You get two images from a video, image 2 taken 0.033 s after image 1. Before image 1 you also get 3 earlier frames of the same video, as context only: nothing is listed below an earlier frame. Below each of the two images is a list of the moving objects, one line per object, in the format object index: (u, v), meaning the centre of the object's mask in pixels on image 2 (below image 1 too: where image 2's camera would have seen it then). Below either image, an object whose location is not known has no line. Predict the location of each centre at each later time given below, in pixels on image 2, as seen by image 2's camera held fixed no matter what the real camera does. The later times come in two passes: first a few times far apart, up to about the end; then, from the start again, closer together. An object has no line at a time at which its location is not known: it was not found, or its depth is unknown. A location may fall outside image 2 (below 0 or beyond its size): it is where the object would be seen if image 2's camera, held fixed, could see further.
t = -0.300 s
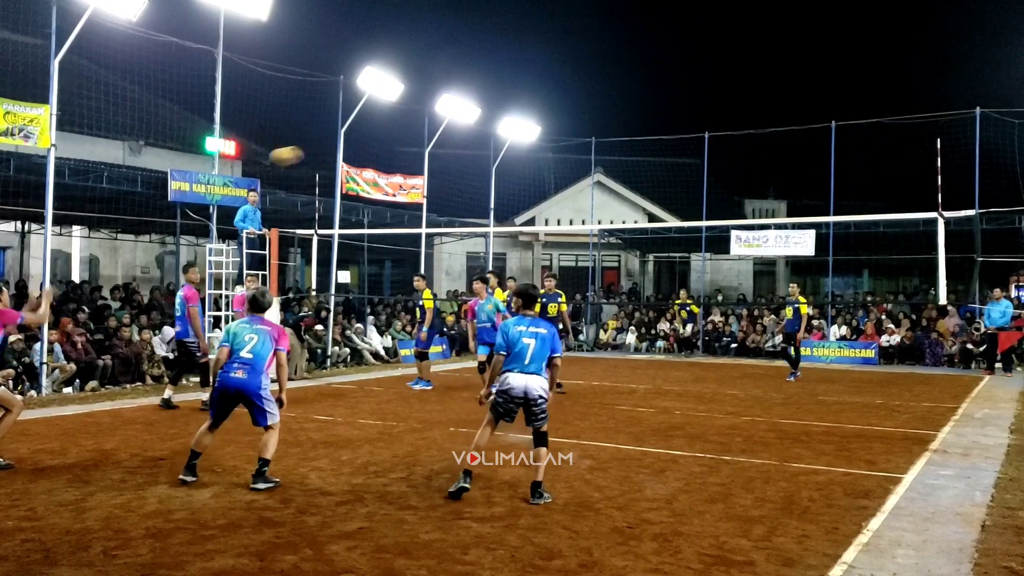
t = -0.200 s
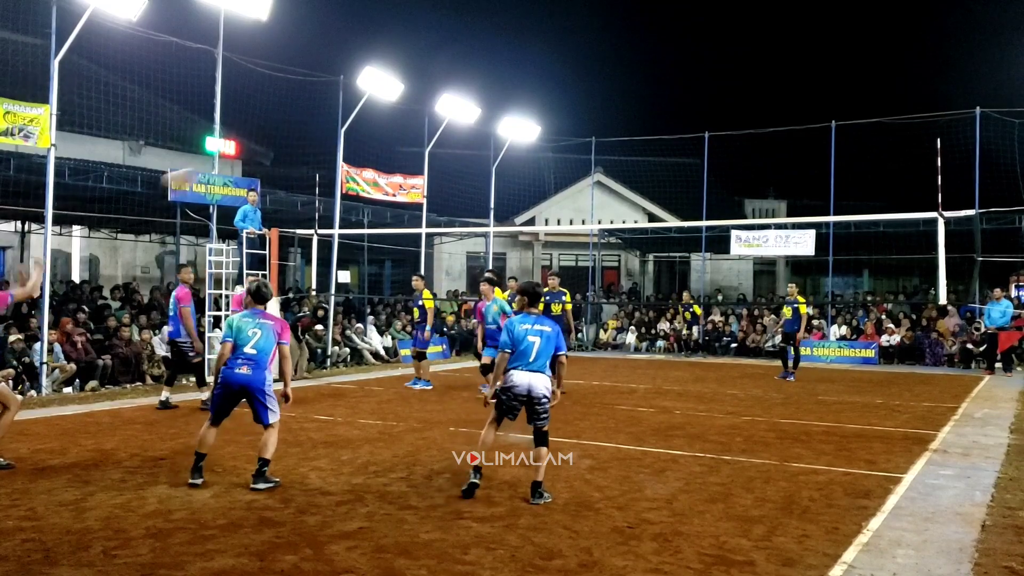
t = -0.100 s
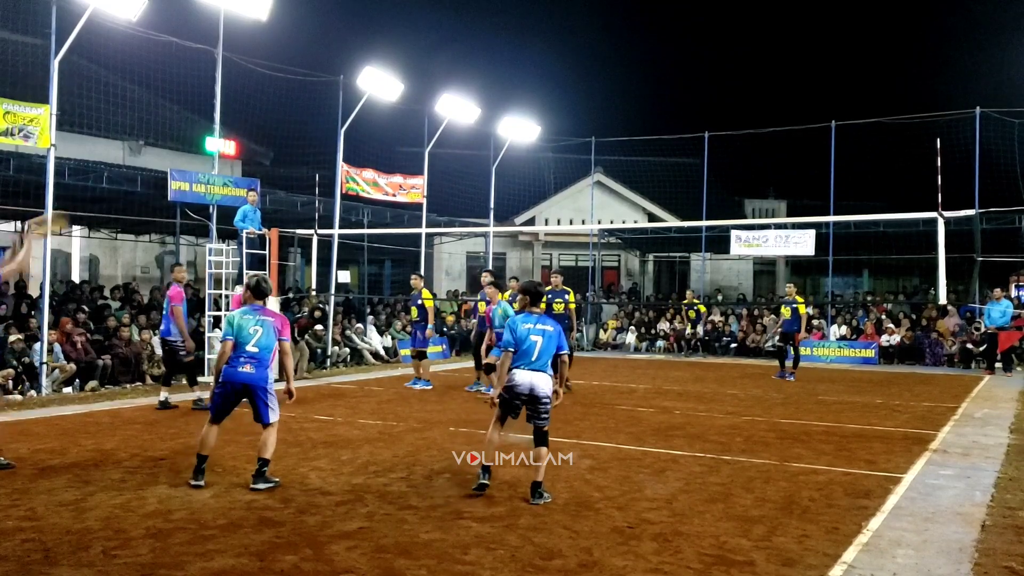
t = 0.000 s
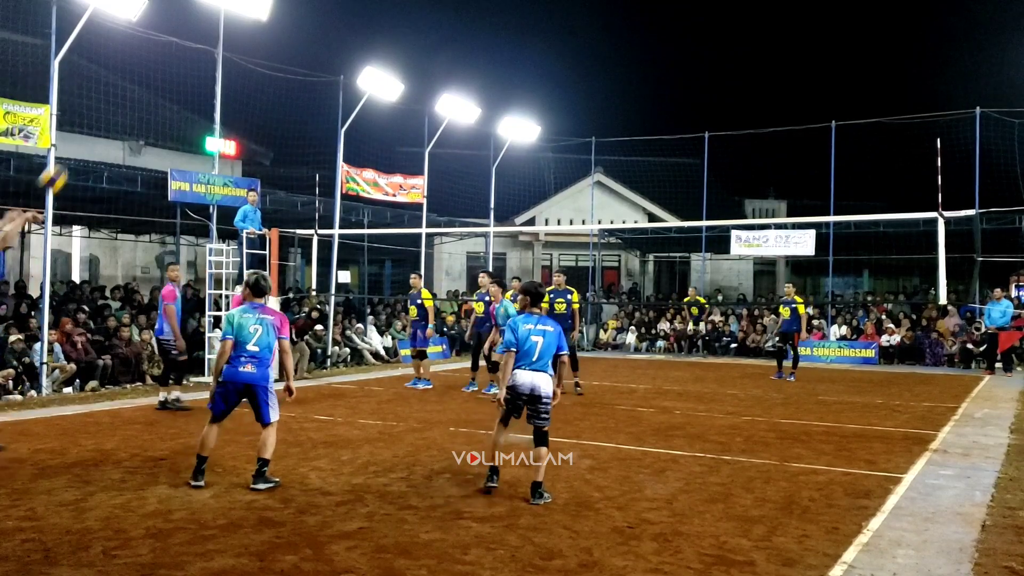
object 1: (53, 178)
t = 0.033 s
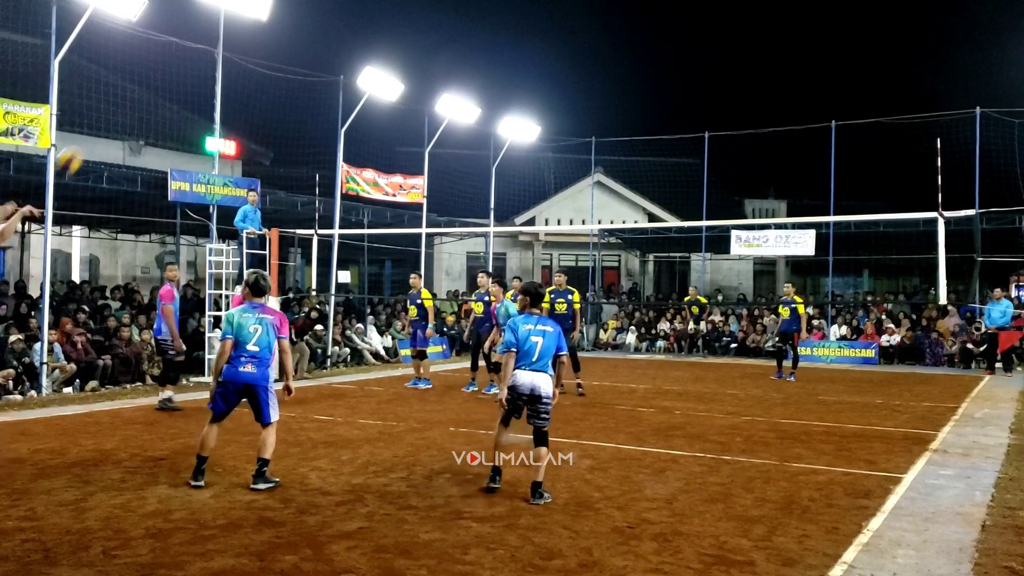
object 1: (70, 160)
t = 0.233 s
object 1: (156, 80)
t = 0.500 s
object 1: (252, 46)
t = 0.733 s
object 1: (322, 69)
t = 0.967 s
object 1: (382, 133)
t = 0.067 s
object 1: (85, 141)
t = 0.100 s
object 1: (100, 126)
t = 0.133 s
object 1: (115, 113)
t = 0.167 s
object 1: (129, 101)
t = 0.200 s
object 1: (142, 90)
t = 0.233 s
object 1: (156, 80)
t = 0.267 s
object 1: (169, 72)
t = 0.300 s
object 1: (181, 66)
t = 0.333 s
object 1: (194, 60)
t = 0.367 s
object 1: (207, 55)
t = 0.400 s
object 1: (219, 51)
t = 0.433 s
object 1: (230, 49)
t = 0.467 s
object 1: (241, 47)
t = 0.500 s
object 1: (252, 46)
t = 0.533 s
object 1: (263, 46)
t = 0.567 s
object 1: (273, 48)
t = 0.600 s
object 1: (284, 51)
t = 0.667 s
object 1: (303, 58)
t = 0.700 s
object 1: (313, 63)
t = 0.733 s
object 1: (322, 69)
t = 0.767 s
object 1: (331, 76)
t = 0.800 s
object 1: (340, 84)
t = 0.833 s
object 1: (348, 92)
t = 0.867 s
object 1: (357, 101)
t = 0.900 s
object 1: (366, 113)
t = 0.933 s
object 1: (374, 122)
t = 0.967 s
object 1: (382, 133)
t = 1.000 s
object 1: (389, 145)
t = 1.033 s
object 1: (396, 157)
